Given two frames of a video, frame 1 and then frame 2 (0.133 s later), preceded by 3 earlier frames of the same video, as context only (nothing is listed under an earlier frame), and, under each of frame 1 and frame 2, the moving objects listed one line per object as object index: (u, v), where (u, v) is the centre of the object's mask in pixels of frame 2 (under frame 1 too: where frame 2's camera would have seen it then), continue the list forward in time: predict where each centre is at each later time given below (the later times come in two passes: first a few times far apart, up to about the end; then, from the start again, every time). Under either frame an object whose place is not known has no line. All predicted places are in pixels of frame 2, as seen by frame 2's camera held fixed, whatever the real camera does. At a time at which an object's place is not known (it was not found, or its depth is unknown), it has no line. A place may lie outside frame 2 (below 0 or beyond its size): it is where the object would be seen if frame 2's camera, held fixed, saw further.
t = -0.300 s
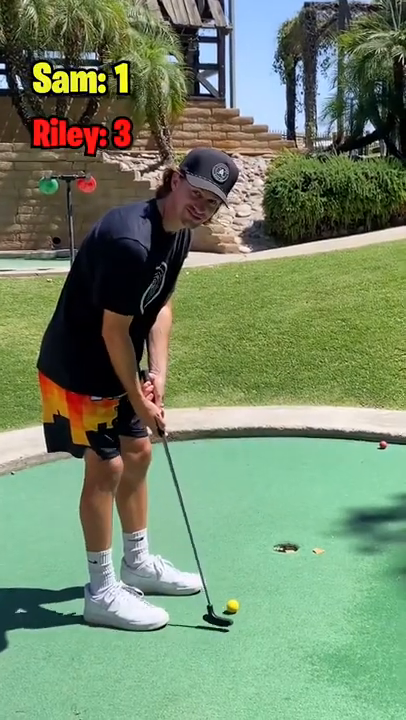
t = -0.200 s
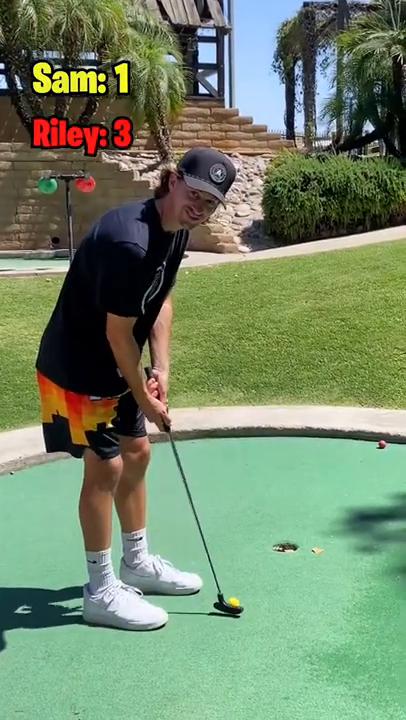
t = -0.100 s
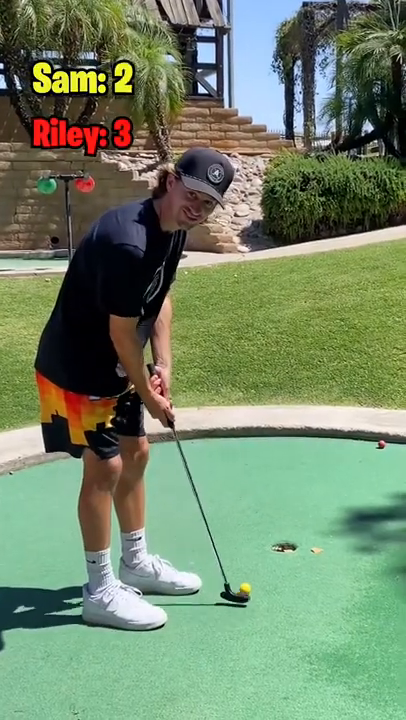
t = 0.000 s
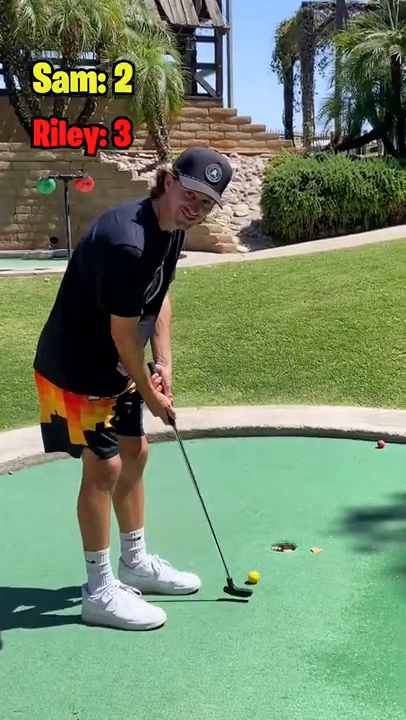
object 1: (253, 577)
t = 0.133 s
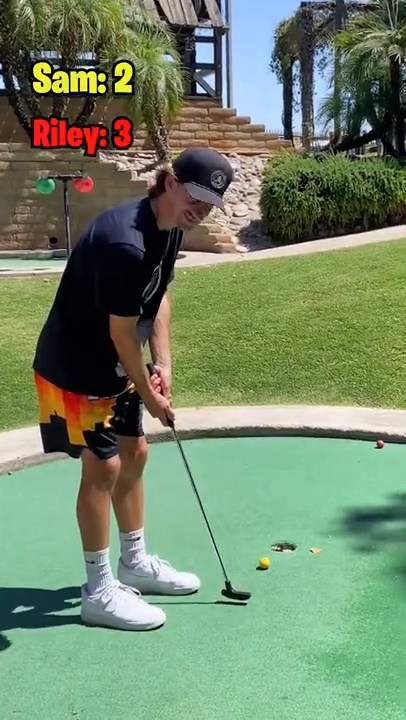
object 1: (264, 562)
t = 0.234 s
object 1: (272, 553)
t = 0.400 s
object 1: (283, 548)
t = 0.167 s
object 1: (267, 559)
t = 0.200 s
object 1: (270, 556)
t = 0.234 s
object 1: (272, 553)
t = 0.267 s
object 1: (275, 550)
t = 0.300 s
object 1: (277, 546)
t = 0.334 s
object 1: (280, 545)
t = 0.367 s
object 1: (282, 546)
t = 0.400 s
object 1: (283, 548)
